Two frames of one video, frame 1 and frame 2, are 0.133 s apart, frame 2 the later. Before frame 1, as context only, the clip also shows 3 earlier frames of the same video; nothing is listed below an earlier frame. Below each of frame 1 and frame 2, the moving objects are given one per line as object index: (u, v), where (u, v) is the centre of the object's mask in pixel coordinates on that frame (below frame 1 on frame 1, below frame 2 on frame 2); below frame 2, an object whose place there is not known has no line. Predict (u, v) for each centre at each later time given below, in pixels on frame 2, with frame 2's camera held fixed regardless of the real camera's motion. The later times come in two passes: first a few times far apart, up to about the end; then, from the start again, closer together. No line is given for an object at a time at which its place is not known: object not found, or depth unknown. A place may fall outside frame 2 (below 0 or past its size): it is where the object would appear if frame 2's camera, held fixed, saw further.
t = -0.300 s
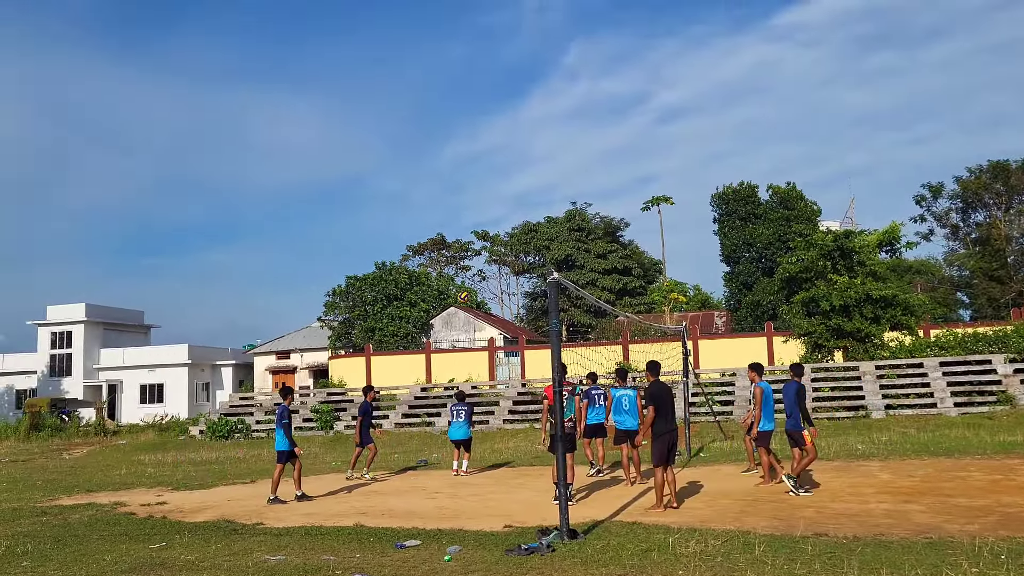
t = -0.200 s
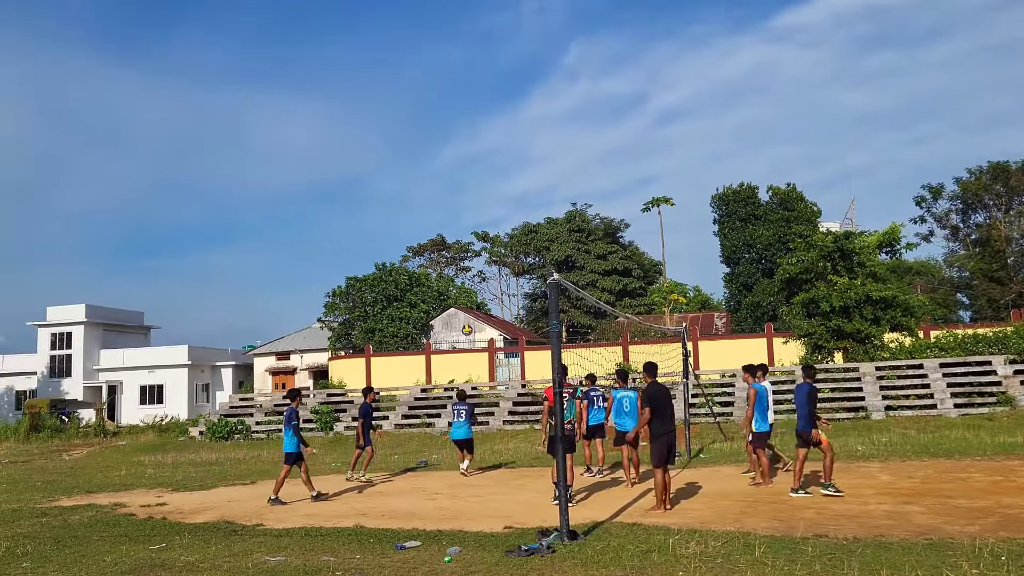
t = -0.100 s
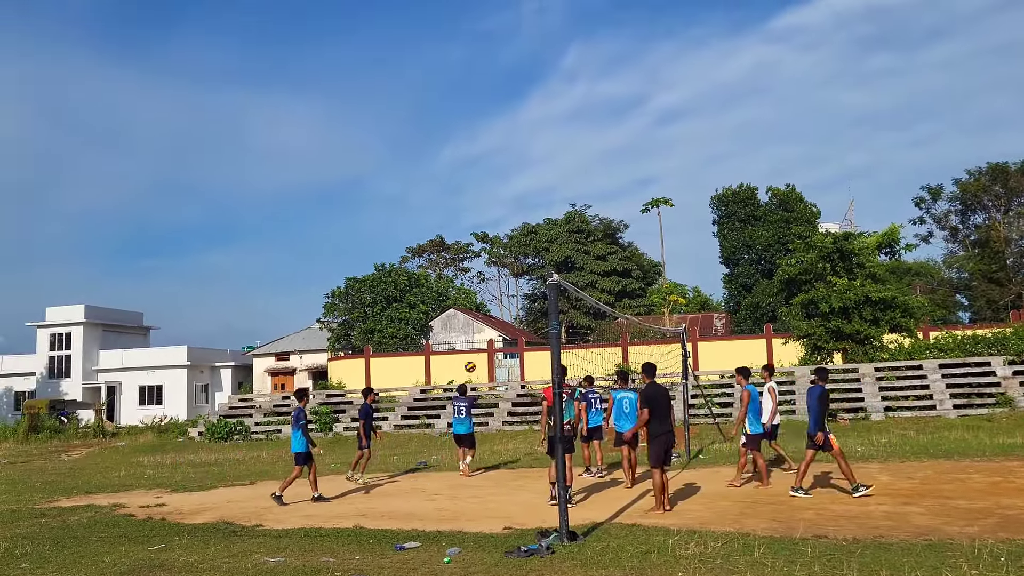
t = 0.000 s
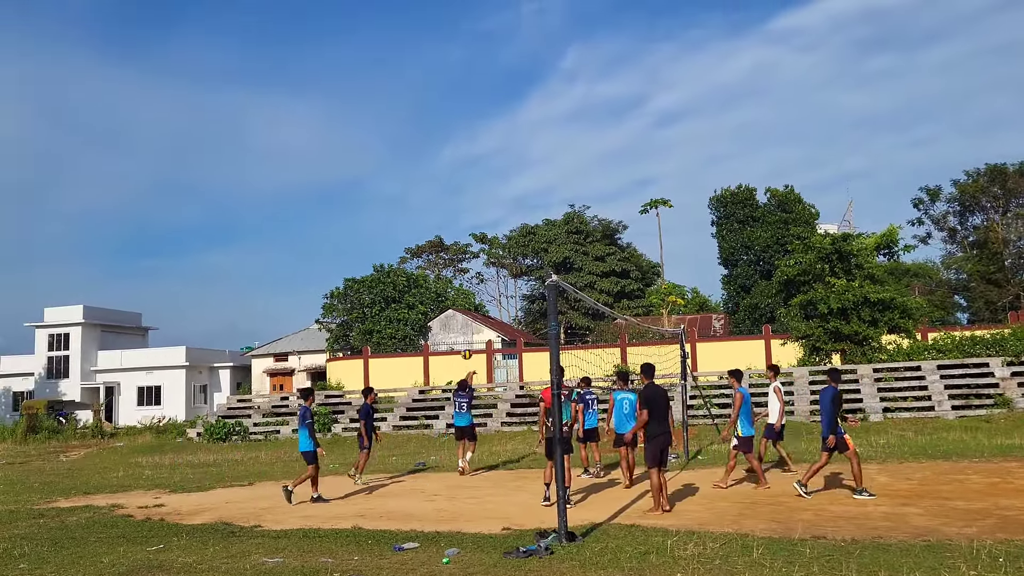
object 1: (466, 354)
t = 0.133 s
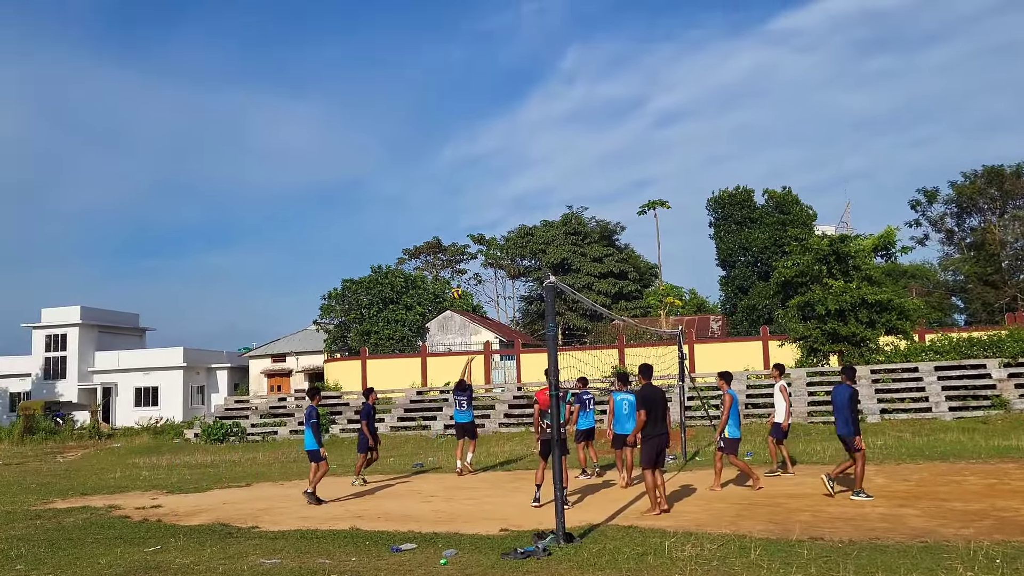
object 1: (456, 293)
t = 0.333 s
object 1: (446, 218)
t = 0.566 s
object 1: (433, 153)
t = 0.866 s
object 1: (416, 110)
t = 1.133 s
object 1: (400, 115)
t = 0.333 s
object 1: (446, 218)
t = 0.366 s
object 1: (444, 207)
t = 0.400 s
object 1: (442, 197)
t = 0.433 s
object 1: (441, 187)
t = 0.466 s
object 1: (439, 177)
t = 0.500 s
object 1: (436, 169)
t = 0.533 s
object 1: (435, 160)
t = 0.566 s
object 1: (433, 153)
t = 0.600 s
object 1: (431, 146)
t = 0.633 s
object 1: (429, 139)
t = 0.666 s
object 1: (427, 133)
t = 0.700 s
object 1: (425, 125)
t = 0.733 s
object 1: (422, 121)
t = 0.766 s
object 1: (420, 117)
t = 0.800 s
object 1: (419, 116)
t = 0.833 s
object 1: (418, 112)
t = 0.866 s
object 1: (416, 110)
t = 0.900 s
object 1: (414, 109)
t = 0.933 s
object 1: (412, 107)
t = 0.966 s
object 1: (410, 107)
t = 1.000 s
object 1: (408, 107)
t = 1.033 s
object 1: (406, 108)
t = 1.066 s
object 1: (404, 110)
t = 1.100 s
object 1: (402, 112)
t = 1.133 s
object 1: (400, 115)
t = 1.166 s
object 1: (399, 119)
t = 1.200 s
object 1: (397, 123)
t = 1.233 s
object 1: (395, 129)
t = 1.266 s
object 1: (393, 135)
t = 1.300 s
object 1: (391, 142)
